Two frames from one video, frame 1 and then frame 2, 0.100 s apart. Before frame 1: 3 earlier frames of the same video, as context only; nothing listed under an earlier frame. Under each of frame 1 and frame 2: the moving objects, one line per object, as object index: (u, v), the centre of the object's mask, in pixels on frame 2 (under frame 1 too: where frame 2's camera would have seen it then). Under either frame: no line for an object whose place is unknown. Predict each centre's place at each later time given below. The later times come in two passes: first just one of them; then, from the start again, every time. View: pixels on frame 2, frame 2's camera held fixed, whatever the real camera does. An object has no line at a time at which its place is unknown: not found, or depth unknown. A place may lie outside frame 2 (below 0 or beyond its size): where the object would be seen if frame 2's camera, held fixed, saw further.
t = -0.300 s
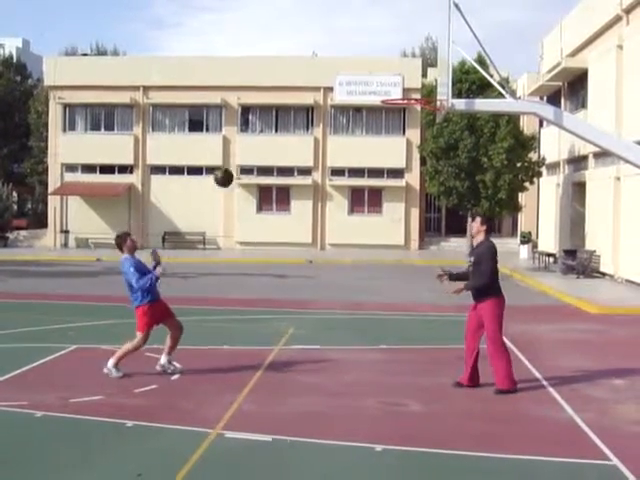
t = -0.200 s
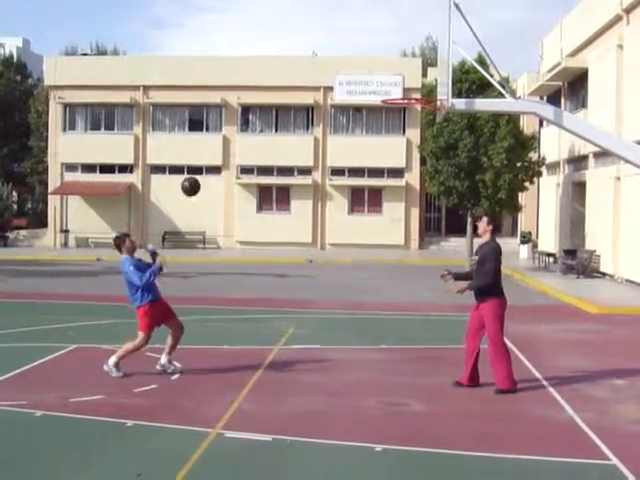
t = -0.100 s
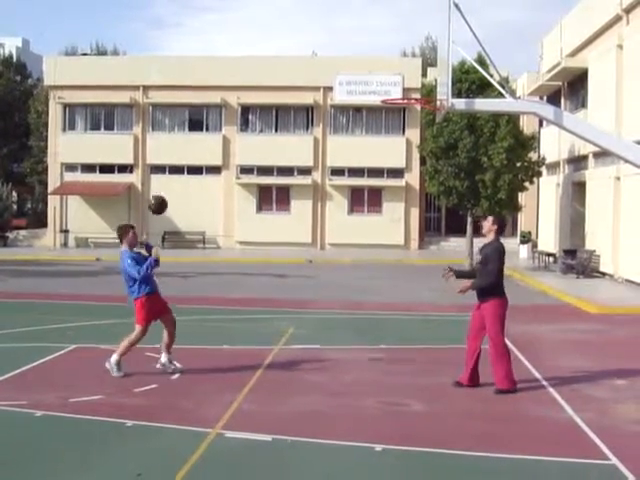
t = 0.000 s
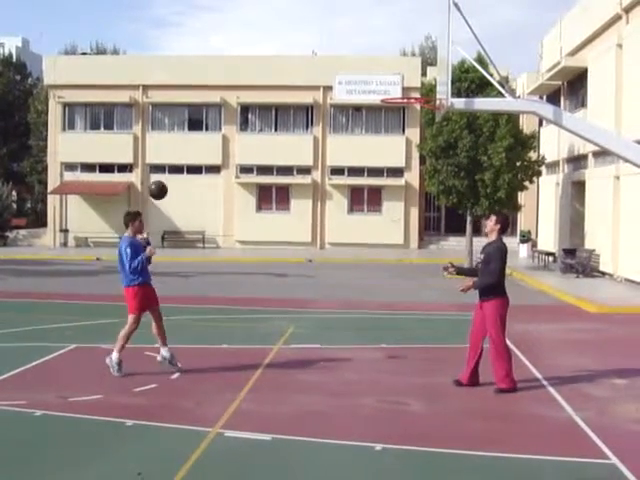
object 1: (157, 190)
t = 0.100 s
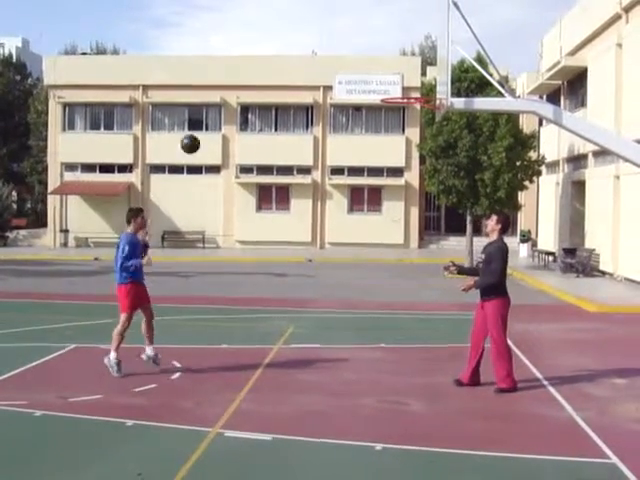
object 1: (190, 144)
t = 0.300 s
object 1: (253, 79)
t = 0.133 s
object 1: (201, 131)
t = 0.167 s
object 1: (211, 119)
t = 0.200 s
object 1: (222, 107)
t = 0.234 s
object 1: (232, 97)
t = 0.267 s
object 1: (243, 87)
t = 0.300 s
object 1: (253, 79)
